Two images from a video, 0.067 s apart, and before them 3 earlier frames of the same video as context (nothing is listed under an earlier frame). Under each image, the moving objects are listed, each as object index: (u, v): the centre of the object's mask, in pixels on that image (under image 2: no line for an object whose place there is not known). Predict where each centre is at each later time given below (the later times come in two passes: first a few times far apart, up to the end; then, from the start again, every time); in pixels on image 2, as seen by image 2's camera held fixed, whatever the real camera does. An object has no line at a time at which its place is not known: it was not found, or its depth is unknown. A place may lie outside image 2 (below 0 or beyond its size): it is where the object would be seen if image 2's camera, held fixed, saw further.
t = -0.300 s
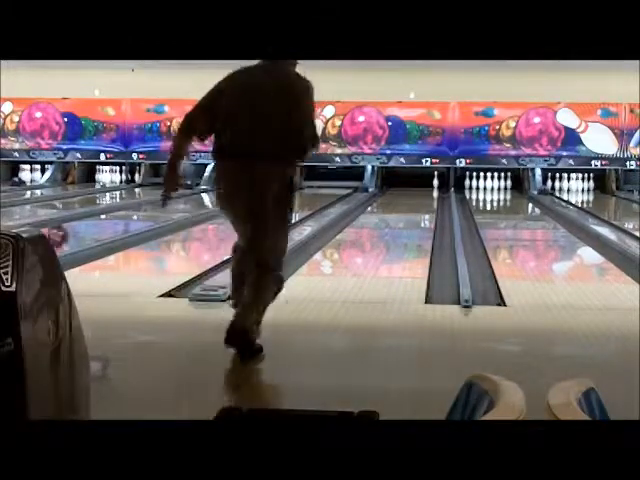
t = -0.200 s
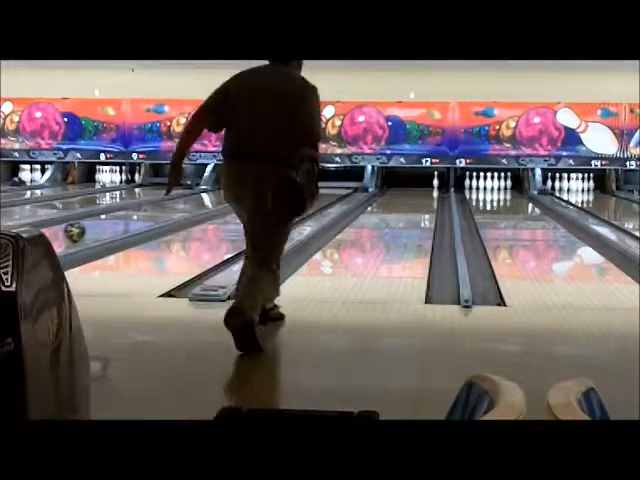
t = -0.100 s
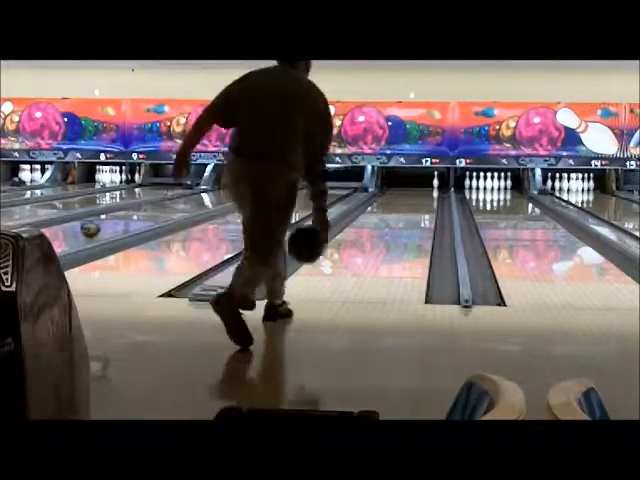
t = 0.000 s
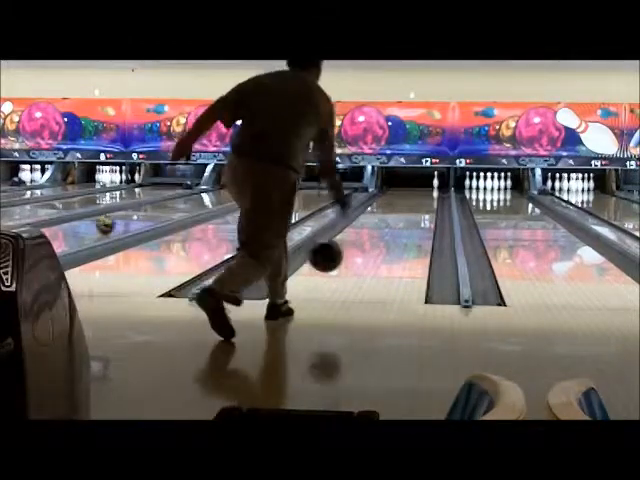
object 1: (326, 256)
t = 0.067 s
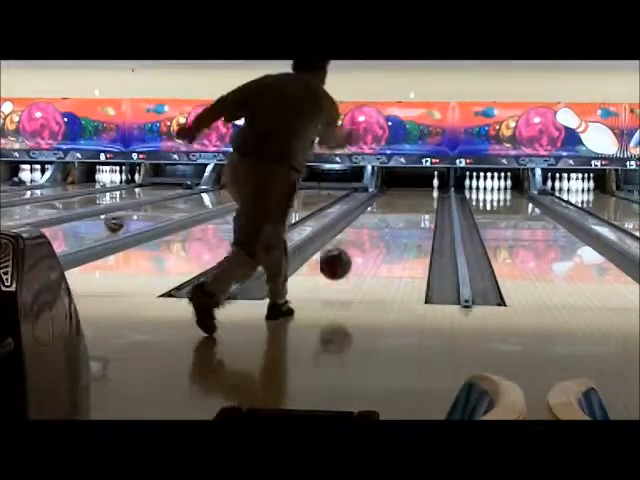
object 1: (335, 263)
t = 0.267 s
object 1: (359, 262)
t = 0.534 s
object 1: (381, 241)
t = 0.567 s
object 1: (383, 239)
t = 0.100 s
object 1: (339, 271)
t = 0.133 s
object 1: (344, 277)
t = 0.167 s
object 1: (348, 272)
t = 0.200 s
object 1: (352, 268)
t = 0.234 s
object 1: (355, 265)
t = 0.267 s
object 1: (359, 262)
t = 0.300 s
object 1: (362, 260)
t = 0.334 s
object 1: (365, 257)
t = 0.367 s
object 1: (368, 254)
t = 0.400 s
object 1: (371, 251)
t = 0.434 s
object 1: (374, 248)
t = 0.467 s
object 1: (377, 246)
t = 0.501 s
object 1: (379, 243)
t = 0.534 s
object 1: (381, 241)
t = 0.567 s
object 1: (383, 239)
